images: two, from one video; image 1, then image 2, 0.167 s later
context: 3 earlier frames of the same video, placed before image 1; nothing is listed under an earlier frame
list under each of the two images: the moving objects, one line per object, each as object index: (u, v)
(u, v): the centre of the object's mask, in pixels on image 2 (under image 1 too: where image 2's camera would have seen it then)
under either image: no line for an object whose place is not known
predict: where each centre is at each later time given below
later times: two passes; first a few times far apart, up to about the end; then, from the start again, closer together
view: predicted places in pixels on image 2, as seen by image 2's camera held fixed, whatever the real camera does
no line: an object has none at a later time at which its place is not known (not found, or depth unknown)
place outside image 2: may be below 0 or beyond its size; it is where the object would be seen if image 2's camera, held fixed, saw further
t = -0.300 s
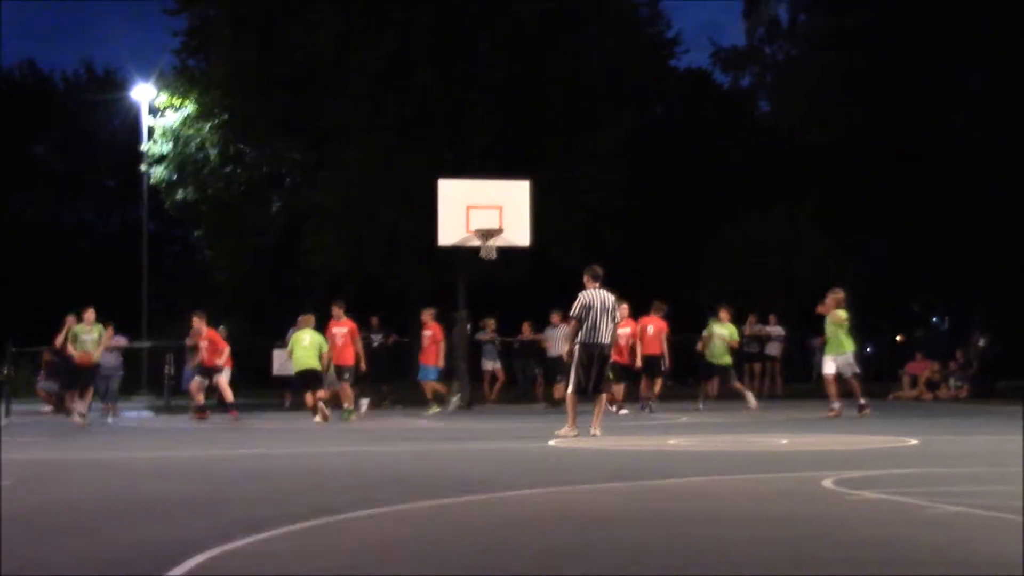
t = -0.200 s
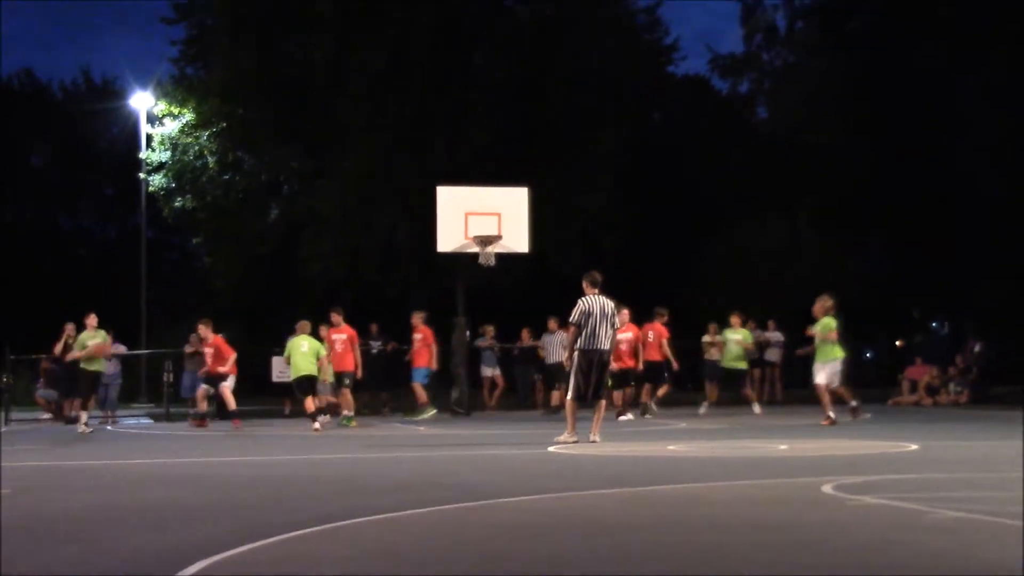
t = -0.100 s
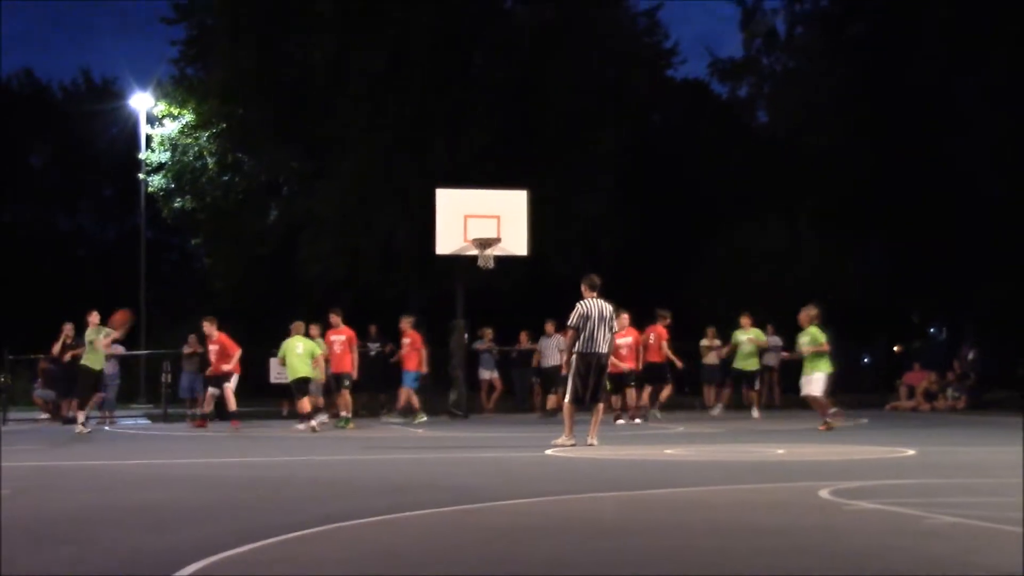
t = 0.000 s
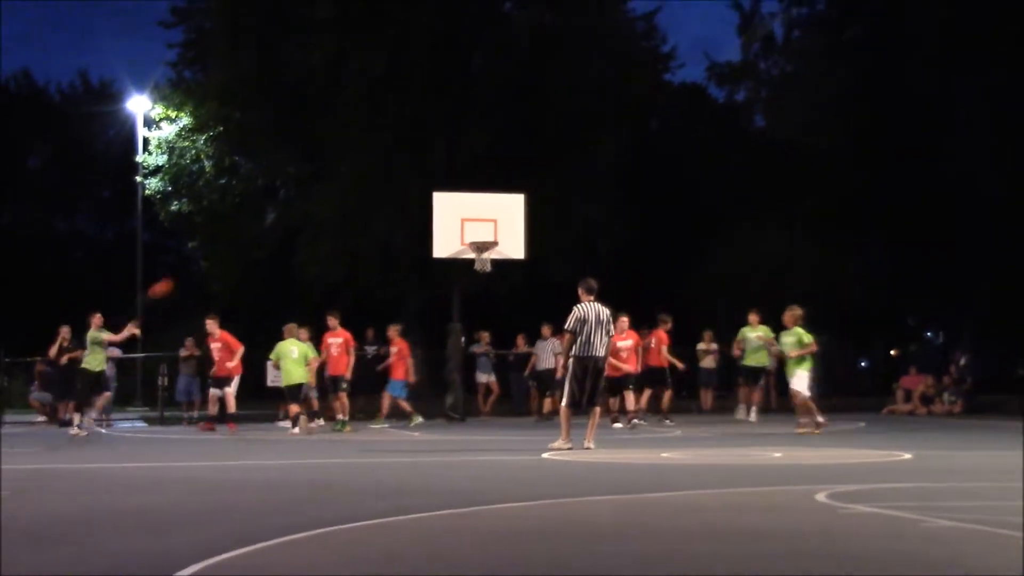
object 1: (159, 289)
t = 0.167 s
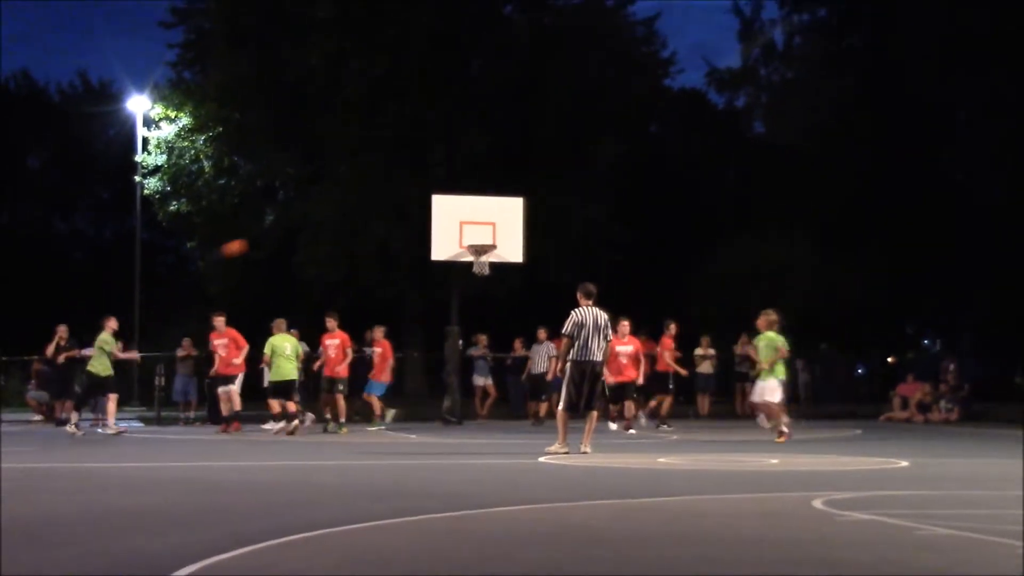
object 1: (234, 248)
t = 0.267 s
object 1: (281, 232)
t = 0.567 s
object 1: (421, 222)
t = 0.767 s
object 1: (523, 253)
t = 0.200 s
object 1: (250, 242)
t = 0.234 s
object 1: (266, 237)
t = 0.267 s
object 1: (281, 232)
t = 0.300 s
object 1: (297, 227)
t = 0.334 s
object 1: (313, 224)
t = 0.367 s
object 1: (328, 221)
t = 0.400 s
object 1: (344, 220)
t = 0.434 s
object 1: (360, 219)
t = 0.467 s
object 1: (376, 219)
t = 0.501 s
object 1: (391, 219)
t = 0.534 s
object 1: (408, 221)
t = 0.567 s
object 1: (421, 222)
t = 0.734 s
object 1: (507, 247)
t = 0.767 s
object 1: (523, 253)
